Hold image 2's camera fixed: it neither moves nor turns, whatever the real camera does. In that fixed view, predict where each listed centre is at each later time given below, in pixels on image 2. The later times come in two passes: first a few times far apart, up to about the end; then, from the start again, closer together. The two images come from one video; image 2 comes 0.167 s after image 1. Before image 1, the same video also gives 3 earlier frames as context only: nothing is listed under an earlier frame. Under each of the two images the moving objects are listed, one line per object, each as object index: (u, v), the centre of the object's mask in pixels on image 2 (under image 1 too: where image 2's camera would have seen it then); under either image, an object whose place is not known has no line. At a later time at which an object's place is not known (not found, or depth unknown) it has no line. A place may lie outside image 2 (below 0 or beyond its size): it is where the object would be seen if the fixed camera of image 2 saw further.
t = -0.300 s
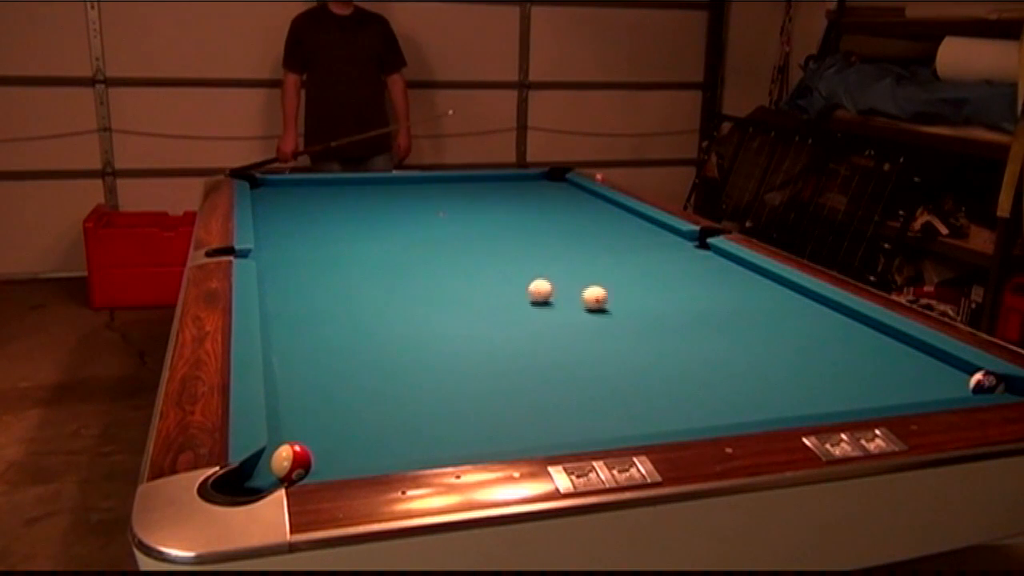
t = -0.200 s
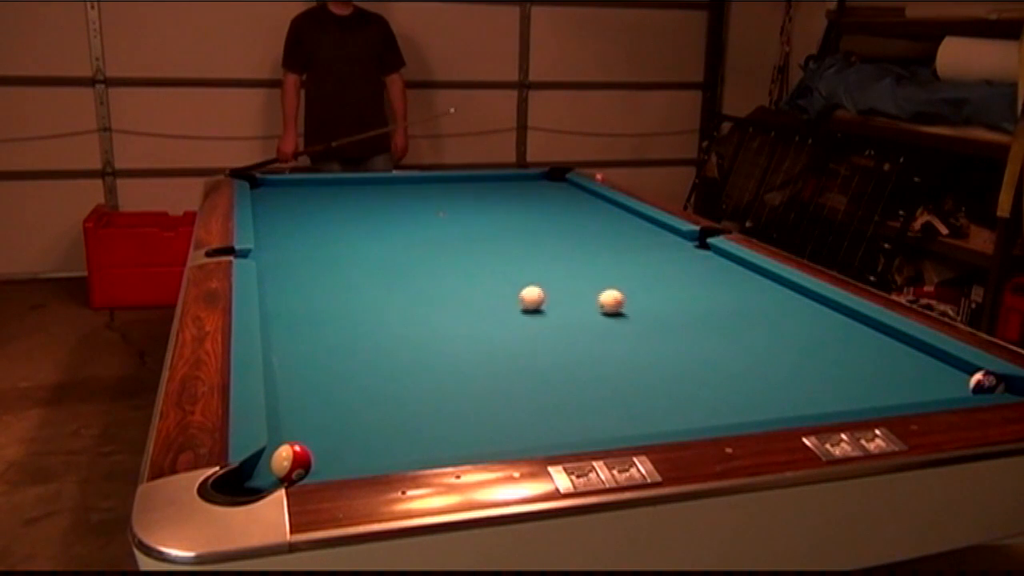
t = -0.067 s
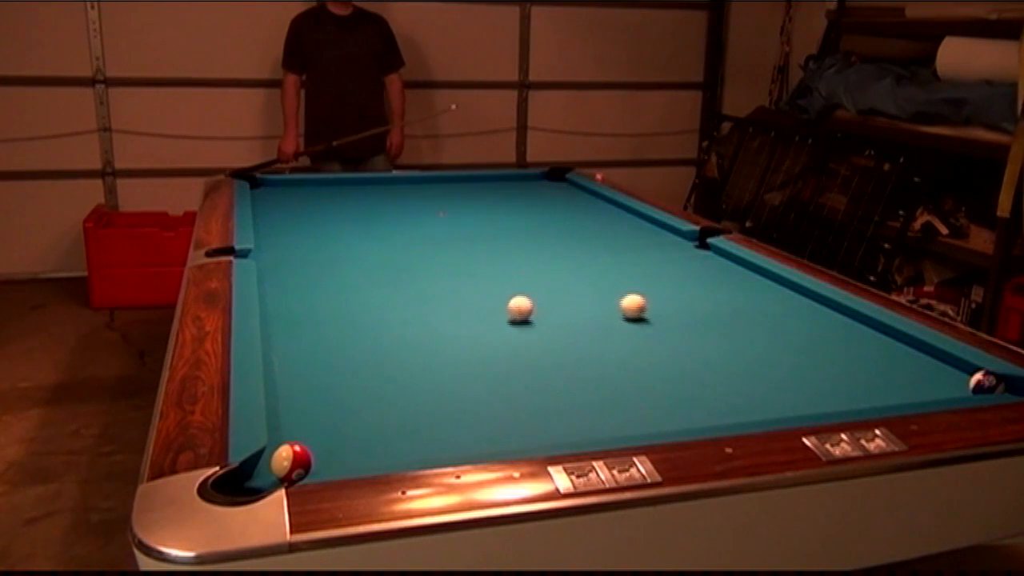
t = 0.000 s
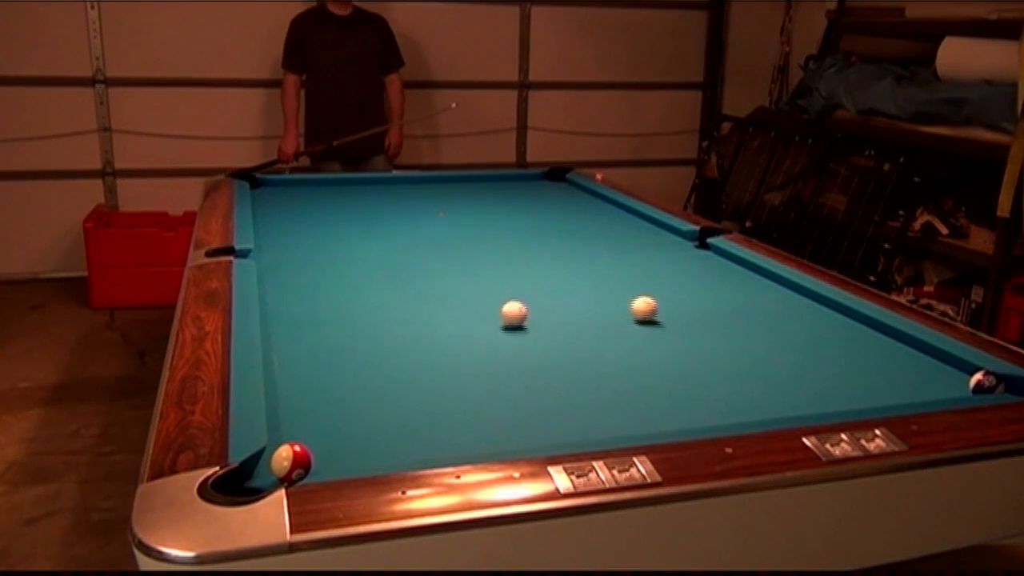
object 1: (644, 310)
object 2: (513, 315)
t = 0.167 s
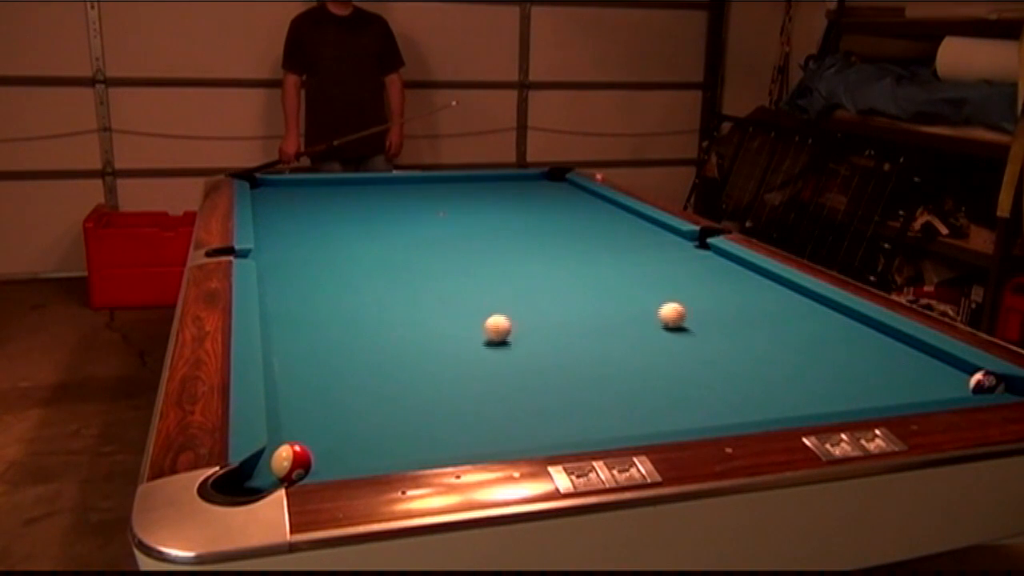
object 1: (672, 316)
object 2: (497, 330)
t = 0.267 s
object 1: (689, 320)
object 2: (487, 339)
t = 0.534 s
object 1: (733, 330)
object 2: (456, 365)
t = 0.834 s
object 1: (783, 342)
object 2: (417, 398)
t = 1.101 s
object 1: (828, 351)
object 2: (376, 434)
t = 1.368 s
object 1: (872, 362)
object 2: (331, 454)
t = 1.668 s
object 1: (920, 372)
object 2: (319, 438)
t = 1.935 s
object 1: (954, 380)
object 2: (311, 424)
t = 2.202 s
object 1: (957, 382)
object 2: (304, 411)
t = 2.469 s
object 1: (958, 382)
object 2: (300, 401)
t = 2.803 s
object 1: (958, 382)
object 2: (295, 391)
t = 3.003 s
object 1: (958, 382)
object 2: (293, 387)
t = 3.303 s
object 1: (958, 382)
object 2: (289, 382)
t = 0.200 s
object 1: (678, 318)
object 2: (494, 333)
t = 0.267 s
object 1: (689, 320)
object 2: (487, 339)
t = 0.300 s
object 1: (694, 321)
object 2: (483, 342)
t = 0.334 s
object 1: (700, 323)
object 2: (480, 346)
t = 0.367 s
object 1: (705, 324)
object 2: (476, 348)
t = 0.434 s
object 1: (716, 326)
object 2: (468, 354)
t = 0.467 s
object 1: (722, 328)
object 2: (464, 358)
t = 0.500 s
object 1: (728, 329)
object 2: (460, 361)
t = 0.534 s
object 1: (733, 330)
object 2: (456, 365)
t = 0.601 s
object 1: (744, 333)
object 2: (448, 372)
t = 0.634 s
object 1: (750, 334)
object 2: (444, 375)
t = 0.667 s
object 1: (756, 335)
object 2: (439, 379)
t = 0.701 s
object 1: (761, 337)
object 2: (435, 382)
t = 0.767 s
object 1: (772, 339)
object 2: (427, 390)
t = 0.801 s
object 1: (778, 340)
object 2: (421, 394)
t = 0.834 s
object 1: (783, 342)
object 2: (417, 398)
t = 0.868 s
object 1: (789, 343)
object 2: (412, 402)
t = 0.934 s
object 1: (800, 345)
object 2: (402, 411)
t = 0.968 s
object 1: (805, 346)
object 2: (397, 416)
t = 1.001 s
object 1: (811, 348)
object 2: (392, 420)
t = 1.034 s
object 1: (817, 349)
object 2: (387, 424)
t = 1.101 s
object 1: (828, 351)
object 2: (376, 434)
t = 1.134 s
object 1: (834, 353)
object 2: (371, 438)
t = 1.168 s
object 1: (839, 354)
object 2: (365, 442)
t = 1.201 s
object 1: (845, 355)
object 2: (360, 446)
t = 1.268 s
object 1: (856, 358)
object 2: (347, 453)
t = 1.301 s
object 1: (861, 359)
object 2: (340, 456)
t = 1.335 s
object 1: (866, 360)
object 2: (334, 455)
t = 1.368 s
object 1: (872, 362)
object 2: (331, 454)
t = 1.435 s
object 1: (883, 364)
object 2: (329, 451)
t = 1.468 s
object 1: (888, 365)
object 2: (328, 449)
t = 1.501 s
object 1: (894, 367)
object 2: (326, 447)
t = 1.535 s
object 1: (899, 368)
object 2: (325, 446)
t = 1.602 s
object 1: (910, 370)
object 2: (322, 442)
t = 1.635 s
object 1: (915, 371)
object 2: (321, 440)
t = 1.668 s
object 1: (920, 372)
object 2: (319, 438)
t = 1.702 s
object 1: (925, 374)
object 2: (318, 436)
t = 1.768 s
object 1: (936, 376)
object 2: (316, 432)
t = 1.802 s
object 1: (941, 377)
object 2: (315, 430)
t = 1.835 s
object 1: (947, 379)
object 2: (314, 428)
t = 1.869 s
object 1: (952, 380)
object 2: (313, 427)
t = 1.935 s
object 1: (954, 380)
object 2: (311, 424)
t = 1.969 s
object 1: (954, 380)
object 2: (310, 421)
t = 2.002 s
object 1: (954, 381)
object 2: (309, 420)
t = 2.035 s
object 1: (955, 381)
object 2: (308, 419)
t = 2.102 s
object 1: (956, 381)
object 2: (306, 416)
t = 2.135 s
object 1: (956, 381)
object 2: (305, 414)
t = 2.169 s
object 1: (956, 382)
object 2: (305, 413)
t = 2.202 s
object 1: (957, 382)
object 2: (304, 411)
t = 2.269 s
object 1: (957, 382)
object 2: (303, 408)
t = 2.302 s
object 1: (957, 382)
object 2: (302, 407)
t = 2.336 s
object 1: (957, 382)
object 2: (301, 406)
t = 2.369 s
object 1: (958, 382)
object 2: (301, 405)
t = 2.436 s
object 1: (958, 382)
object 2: (300, 402)
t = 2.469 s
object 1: (958, 382)
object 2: (300, 401)
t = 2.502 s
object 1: (958, 382)
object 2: (299, 400)
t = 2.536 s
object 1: (958, 382)
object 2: (299, 399)
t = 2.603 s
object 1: (958, 382)
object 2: (298, 397)
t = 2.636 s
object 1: (958, 382)
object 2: (297, 396)
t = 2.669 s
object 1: (958, 382)
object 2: (297, 395)
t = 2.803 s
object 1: (958, 382)
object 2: (295, 391)
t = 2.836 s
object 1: (958, 382)
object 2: (294, 391)
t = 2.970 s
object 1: (958, 382)
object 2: (293, 388)
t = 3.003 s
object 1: (958, 382)
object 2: (293, 387)
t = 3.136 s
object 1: (958, 382)
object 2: (291, 384)
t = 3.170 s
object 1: (958, 382)
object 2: (291, 384)
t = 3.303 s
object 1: (958, 382)
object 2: (289, 382)
